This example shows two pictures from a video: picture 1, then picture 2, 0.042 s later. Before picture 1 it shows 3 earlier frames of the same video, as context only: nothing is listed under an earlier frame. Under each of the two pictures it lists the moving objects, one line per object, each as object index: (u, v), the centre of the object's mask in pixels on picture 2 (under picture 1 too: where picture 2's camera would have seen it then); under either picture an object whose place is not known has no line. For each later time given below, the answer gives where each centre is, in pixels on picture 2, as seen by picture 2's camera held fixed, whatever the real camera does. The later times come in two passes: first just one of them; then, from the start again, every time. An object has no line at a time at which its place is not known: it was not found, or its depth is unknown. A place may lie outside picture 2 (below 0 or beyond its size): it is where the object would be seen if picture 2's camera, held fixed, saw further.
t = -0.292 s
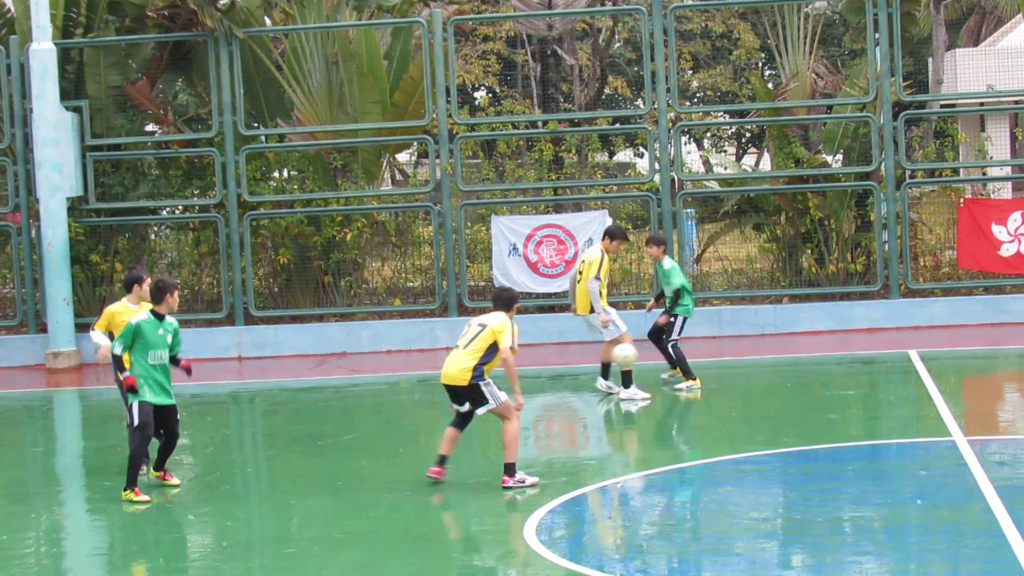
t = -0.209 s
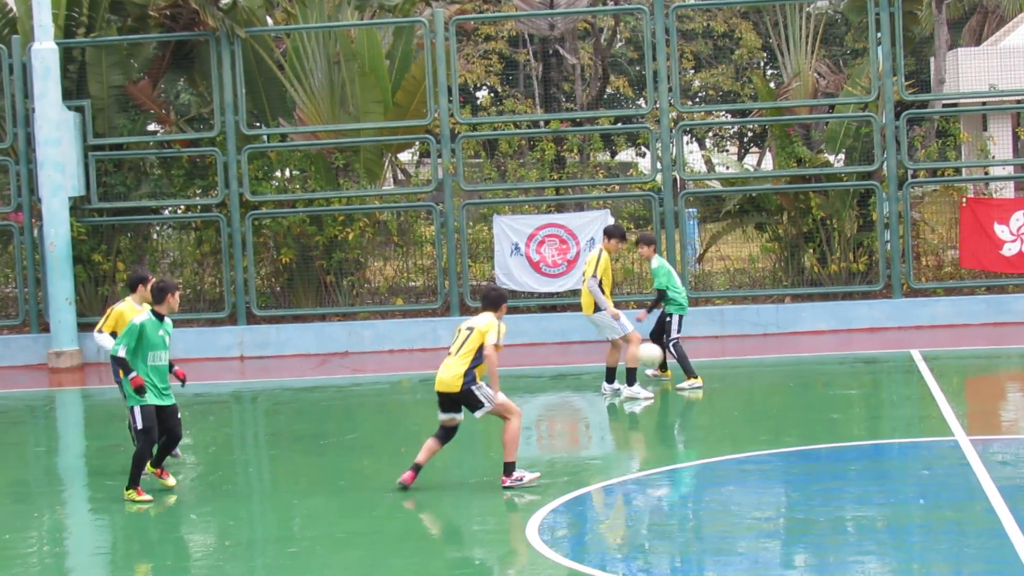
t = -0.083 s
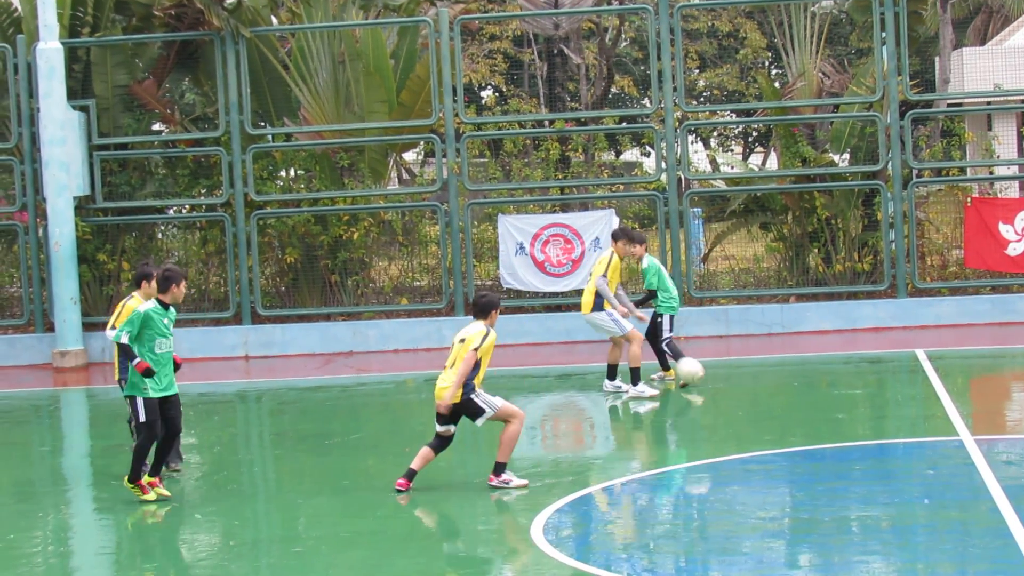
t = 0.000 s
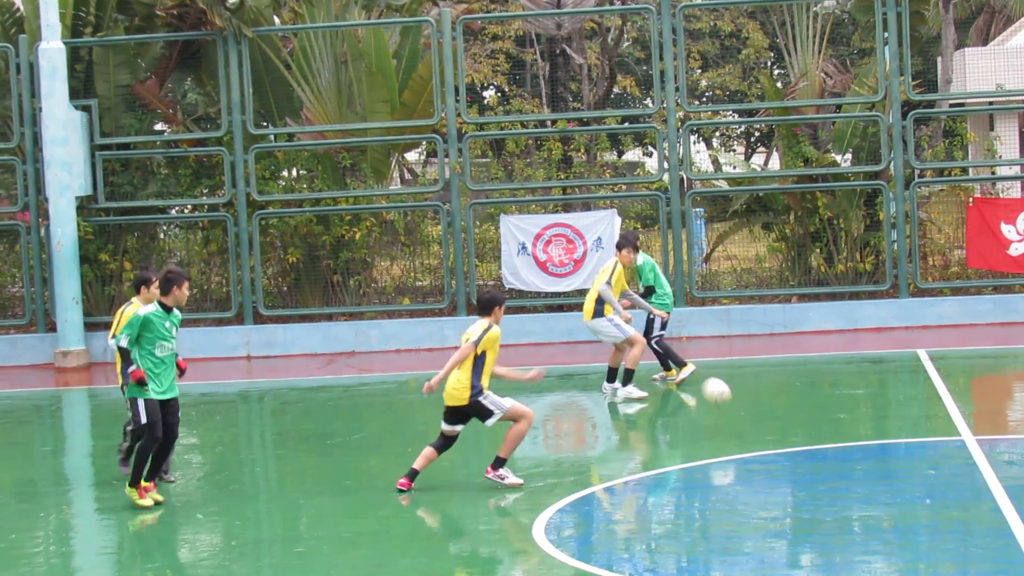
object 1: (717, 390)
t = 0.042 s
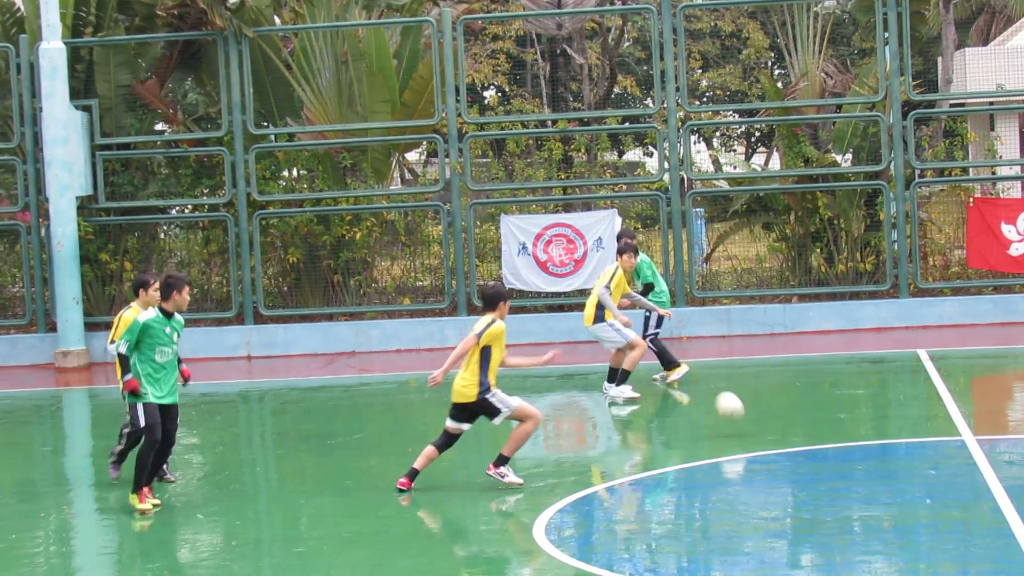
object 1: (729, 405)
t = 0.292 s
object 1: (771, 399)
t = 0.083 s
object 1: (742, 423)
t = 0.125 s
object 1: (749, 416)
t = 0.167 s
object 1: (754, 409)
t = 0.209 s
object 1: (760, 404)
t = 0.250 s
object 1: (765, 400)
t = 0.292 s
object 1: (771, 399)
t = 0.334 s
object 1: (777, 399)
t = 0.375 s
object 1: (783, 402)
